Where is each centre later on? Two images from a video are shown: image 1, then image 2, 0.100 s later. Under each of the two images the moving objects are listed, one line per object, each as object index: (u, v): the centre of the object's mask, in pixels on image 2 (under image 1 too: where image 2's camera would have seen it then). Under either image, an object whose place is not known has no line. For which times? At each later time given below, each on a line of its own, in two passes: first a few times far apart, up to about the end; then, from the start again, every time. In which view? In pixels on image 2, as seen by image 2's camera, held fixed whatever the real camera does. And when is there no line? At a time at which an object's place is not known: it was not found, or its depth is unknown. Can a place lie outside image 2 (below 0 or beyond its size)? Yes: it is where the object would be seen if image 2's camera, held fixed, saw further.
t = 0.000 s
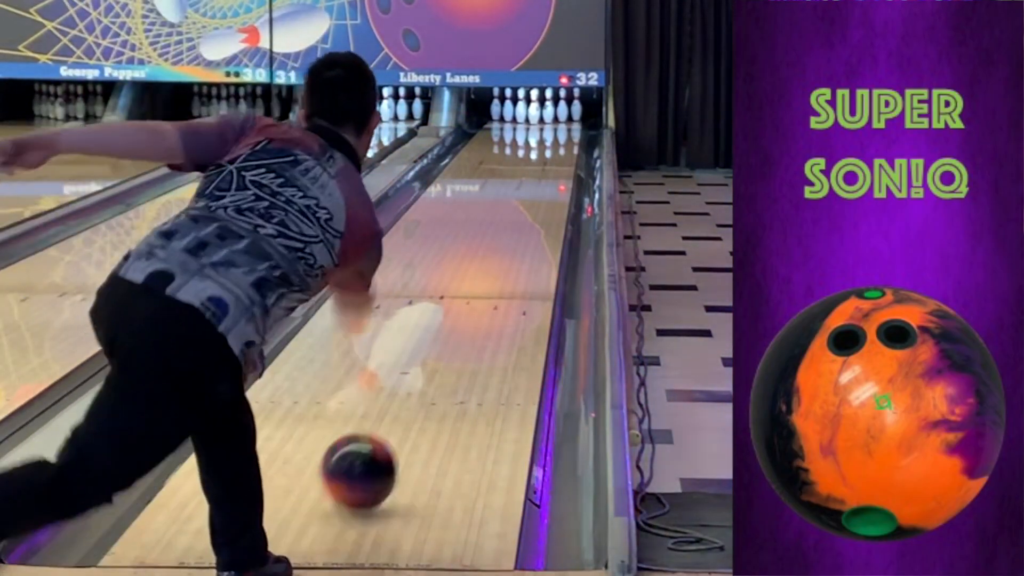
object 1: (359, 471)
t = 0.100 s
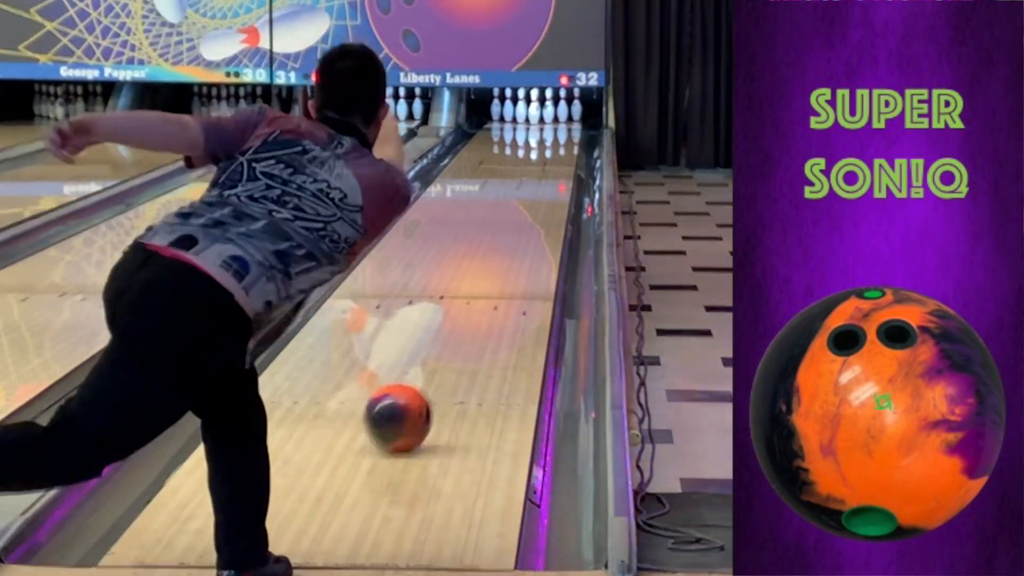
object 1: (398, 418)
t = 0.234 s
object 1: (438, 360)
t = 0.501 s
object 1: (491, 282)
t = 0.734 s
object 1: (521, 238)
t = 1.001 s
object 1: (543, 202)
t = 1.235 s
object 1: (556, 178)
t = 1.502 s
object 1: (565, 156)
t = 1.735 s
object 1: (568, 141)
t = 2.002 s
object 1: (562, 130)
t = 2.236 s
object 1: (550, 121)
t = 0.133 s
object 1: (410, 401)
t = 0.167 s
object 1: (420, 387)
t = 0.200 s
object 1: (429, 374)
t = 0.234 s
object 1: (438, 360)
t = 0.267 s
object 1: (447, 349)
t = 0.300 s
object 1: (454, 337)
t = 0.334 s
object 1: (461, 327)
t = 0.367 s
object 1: (468, 317)
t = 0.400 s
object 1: (474, 307)
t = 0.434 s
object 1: (481, 298)
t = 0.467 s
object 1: (486, 290)
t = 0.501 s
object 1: (491, 282)
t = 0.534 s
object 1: (496, 275)
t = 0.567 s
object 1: (501, 268)
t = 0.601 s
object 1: (506, 261)
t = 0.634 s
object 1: (509, 255)
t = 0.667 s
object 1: (513, 249)
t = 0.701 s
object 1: (517, 243)
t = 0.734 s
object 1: (521, 238)
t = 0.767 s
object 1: (524, 233)
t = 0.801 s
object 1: (527, 228)
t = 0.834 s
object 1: (530, 223)
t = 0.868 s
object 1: (533, 218)
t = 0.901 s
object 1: (536, 214)
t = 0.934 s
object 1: (538, 210)
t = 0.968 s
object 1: (541, 206)
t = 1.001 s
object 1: (543, 202)
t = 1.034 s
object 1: (545, 198)
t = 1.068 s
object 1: (547, 194)
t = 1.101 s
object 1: (549, 191)
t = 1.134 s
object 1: (551, 187)
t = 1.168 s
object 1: (553, 184)
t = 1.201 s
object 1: (554, 181)
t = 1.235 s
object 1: (556, 178)
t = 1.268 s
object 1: (557, 175)
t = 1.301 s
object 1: (559, 172)
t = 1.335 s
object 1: (560, 169)
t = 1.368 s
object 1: (561, 167)
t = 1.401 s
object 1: (563, 164)
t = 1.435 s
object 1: (563, 161)
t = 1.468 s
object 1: (565, 159)
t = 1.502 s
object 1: (565, 156)
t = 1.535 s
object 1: (566, 154)
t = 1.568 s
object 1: (567, 152)
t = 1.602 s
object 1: (567, 150)
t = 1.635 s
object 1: (568, 148)
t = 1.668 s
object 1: (569, 146)
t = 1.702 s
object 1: (568, 144)
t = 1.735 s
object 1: (568, 141)
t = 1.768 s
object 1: (568, 140)
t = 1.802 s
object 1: (568, 138)
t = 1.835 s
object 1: (567, 136)
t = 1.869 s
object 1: (567, 135)
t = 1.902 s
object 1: (566, 134)
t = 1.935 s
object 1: (566, 132)
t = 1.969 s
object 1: (564, 131)
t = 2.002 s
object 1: (562, 130)
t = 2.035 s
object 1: (561, 129)
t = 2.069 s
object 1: (560, 127)
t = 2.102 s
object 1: (557, 126)
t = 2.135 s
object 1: (556, 124)
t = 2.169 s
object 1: (553, 123)
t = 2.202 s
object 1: (551, 122)
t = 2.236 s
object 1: (550, 121)
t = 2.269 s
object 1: (548, 120)
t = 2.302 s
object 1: (547, 118)
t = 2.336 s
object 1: (546, 117)
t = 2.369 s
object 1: (544, 116)
